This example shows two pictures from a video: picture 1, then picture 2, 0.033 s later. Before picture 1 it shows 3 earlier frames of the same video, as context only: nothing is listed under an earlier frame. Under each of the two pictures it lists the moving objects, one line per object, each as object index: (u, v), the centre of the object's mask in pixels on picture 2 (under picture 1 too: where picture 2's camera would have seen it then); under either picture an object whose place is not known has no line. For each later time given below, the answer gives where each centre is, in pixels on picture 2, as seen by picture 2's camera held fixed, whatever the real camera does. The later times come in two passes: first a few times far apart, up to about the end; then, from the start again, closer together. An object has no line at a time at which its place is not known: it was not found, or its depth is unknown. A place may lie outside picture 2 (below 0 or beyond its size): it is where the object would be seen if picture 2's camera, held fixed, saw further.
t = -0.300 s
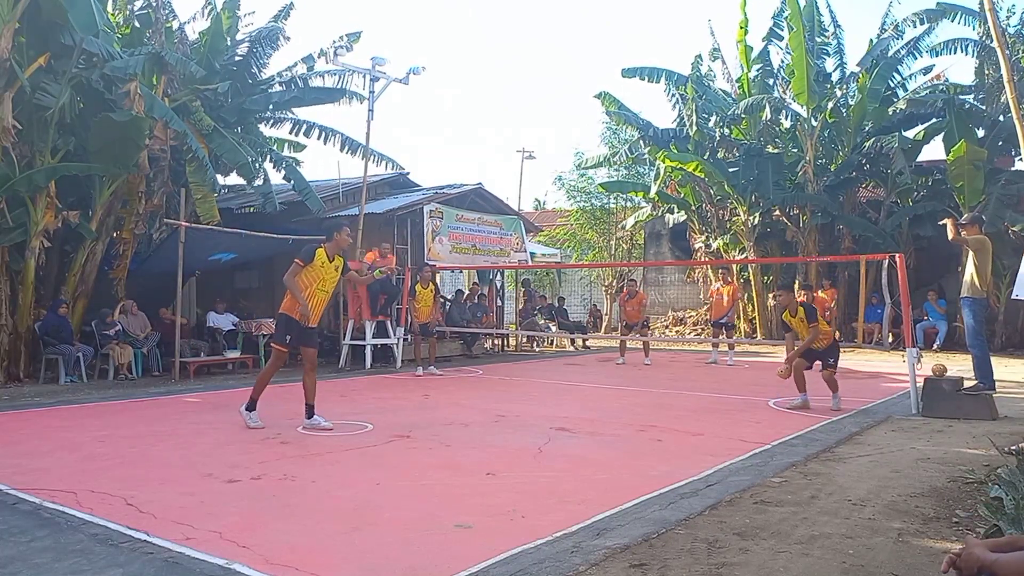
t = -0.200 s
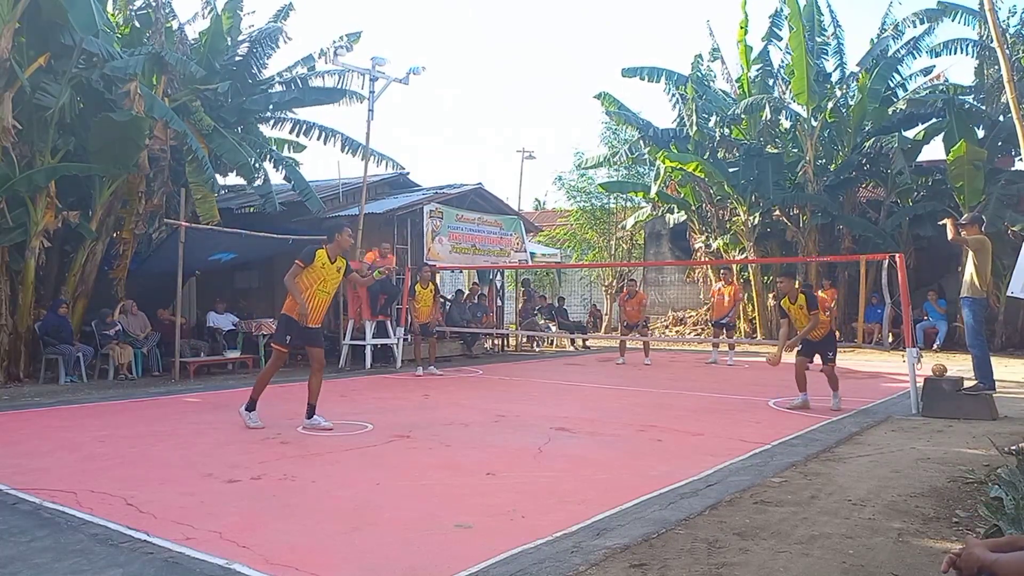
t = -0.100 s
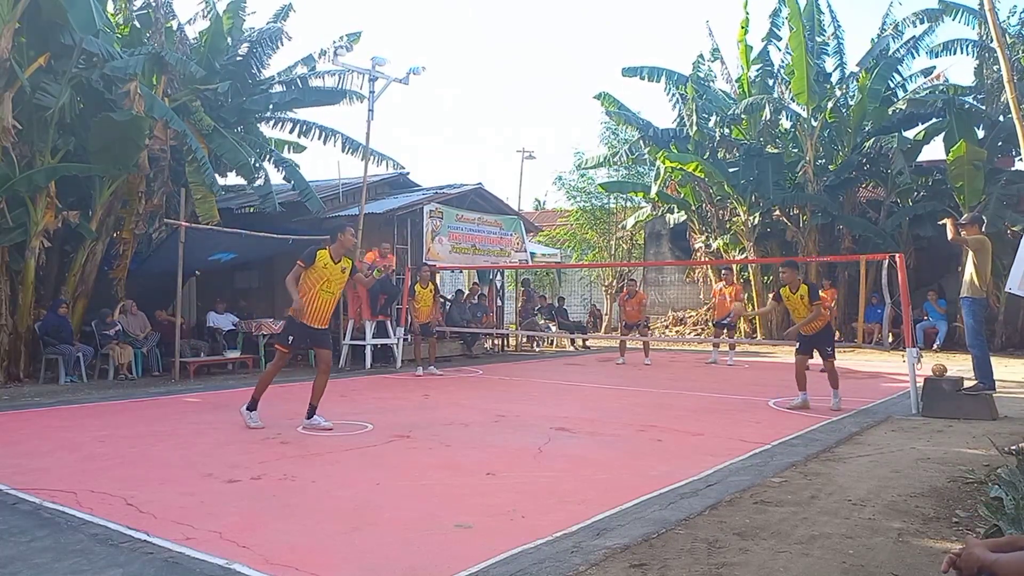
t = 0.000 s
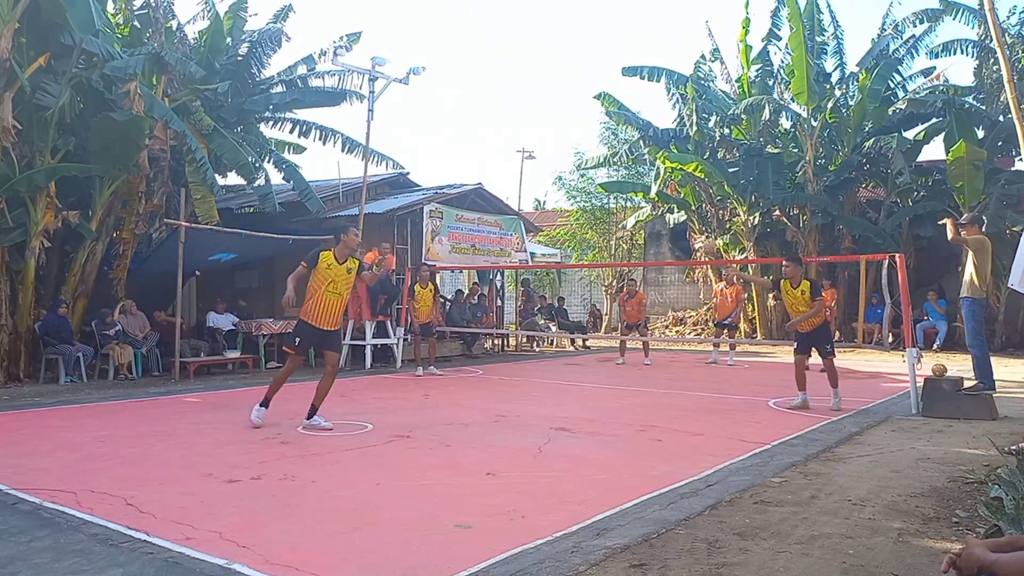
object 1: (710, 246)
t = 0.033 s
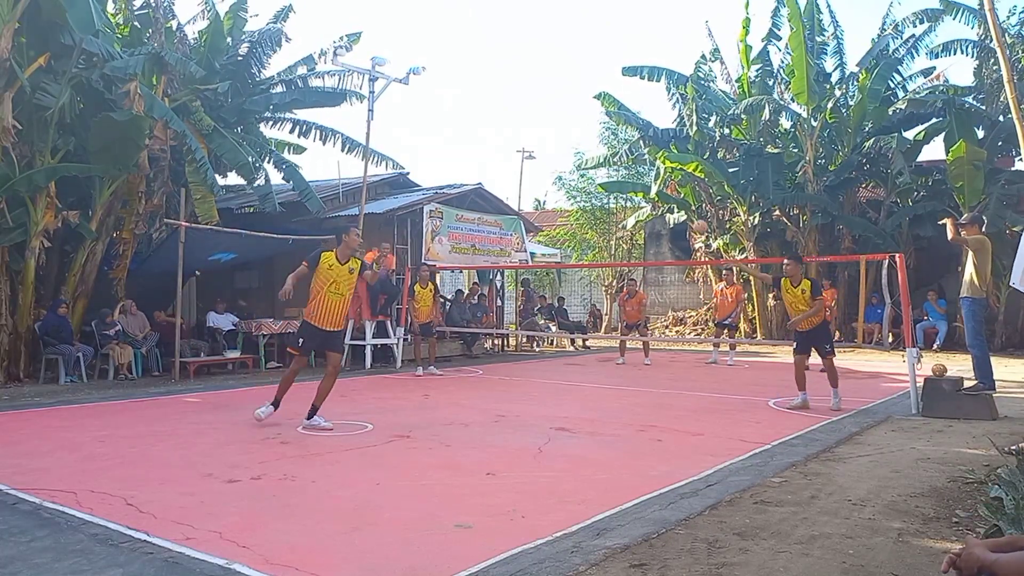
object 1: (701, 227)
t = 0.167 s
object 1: (662, 159)
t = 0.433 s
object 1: (585, 78)
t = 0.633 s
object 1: (524, 63)
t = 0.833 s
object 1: (459, 92)
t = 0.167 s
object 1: (662, 159)
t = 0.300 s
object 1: (624, 110)
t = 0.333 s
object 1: (615, 101)
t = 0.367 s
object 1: (606, 92)
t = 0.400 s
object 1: (595, 84)
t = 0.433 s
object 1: (585, 78)
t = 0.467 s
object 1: (575, 72)
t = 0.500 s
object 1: (565, 67)
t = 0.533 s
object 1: (555, 65)
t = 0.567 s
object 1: (545, 63)
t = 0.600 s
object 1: (534, 62)
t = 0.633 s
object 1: (524, 63)
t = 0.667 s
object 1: (513, 64)
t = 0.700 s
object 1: (502, 67)
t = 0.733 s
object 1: (491, 72)
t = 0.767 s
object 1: (481, 77)
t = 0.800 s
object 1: (470, 84)
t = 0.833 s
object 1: (459, 92)
